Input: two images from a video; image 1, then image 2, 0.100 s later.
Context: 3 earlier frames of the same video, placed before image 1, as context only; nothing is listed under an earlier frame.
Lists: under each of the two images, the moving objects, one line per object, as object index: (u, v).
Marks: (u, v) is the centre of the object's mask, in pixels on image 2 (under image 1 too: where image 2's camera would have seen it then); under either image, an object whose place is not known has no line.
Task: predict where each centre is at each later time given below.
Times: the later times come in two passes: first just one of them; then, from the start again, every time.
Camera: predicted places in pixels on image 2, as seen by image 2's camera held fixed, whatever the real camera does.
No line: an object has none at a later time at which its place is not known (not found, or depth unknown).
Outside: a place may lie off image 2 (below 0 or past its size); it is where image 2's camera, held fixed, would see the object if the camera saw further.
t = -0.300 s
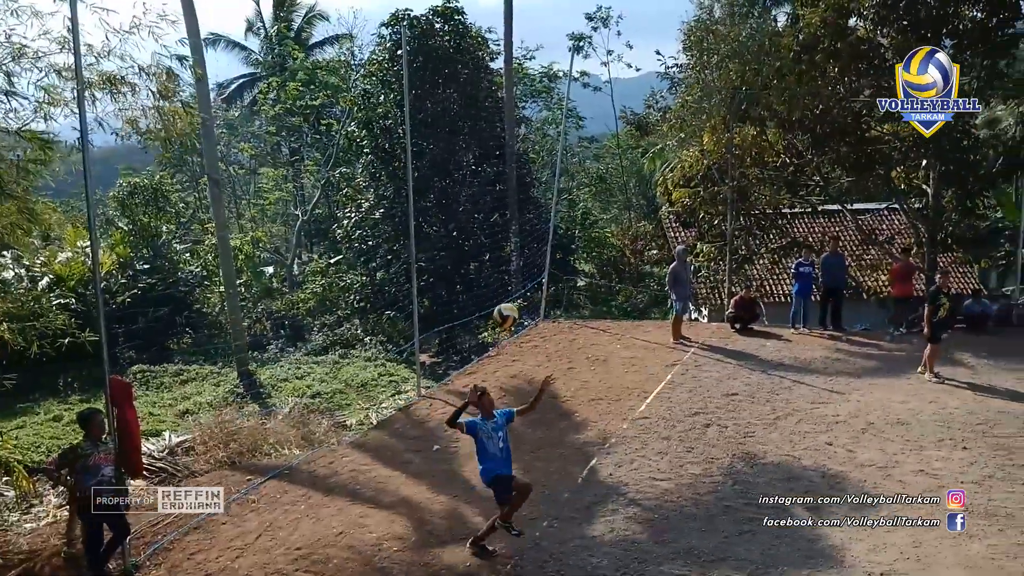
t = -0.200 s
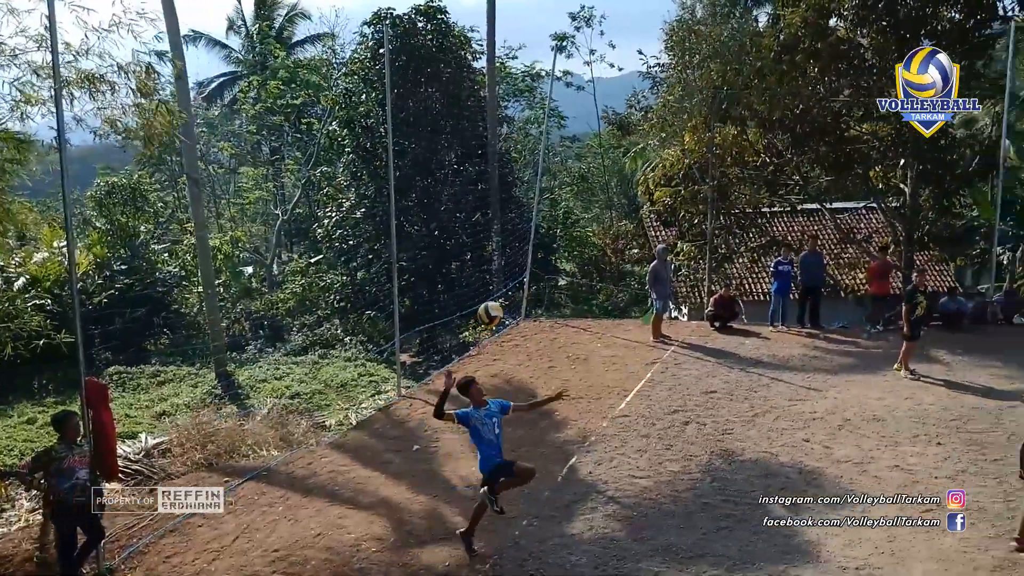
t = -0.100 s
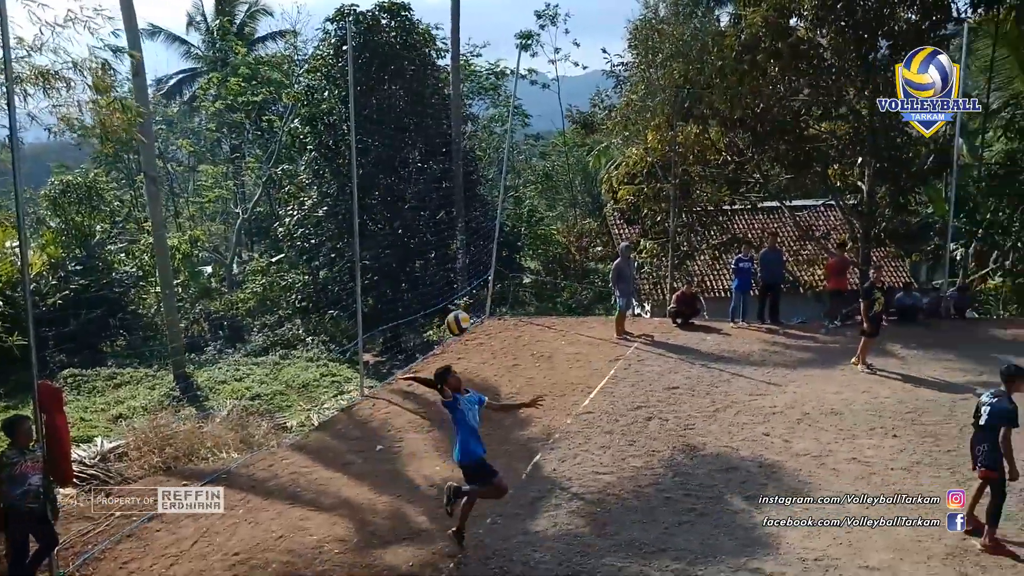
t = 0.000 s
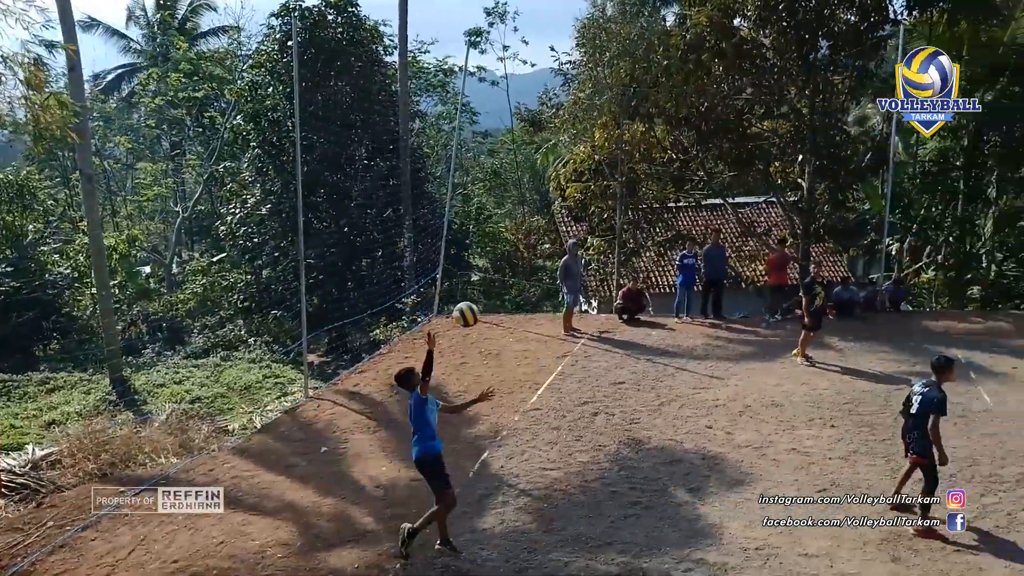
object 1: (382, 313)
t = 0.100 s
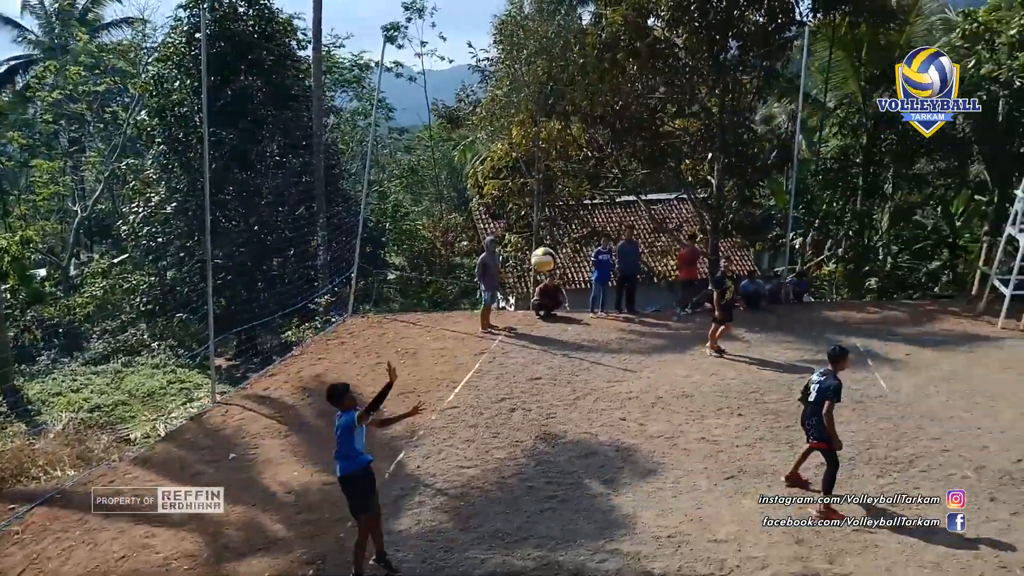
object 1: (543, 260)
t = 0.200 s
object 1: (707, 218)
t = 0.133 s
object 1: (598, 245)
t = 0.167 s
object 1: (653, 230)
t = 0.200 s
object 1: (707, 218)
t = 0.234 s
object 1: (761, 206)
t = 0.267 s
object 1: (815, 197)
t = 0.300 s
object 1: (868, 188)
